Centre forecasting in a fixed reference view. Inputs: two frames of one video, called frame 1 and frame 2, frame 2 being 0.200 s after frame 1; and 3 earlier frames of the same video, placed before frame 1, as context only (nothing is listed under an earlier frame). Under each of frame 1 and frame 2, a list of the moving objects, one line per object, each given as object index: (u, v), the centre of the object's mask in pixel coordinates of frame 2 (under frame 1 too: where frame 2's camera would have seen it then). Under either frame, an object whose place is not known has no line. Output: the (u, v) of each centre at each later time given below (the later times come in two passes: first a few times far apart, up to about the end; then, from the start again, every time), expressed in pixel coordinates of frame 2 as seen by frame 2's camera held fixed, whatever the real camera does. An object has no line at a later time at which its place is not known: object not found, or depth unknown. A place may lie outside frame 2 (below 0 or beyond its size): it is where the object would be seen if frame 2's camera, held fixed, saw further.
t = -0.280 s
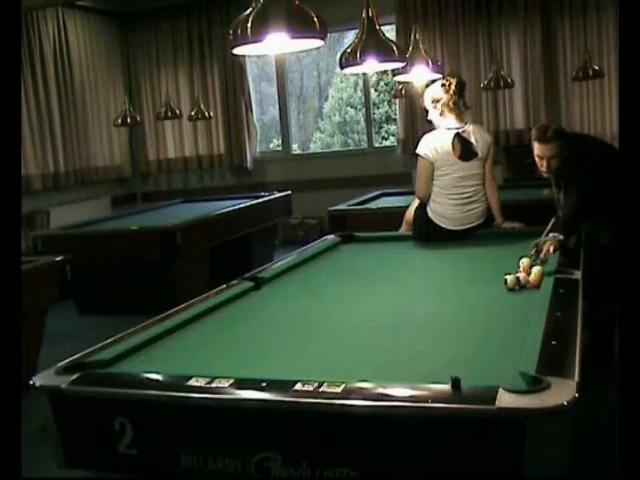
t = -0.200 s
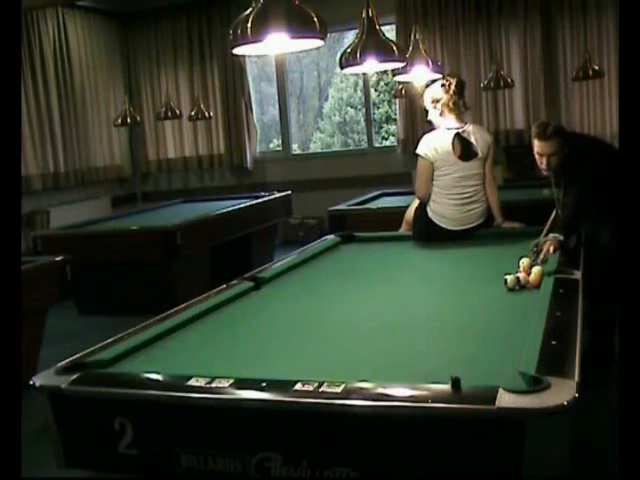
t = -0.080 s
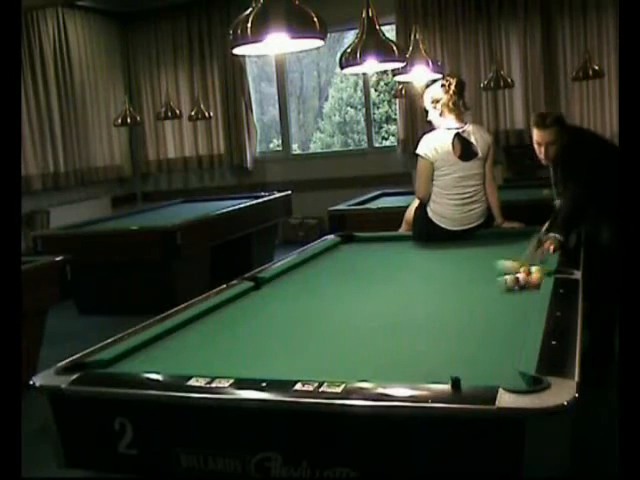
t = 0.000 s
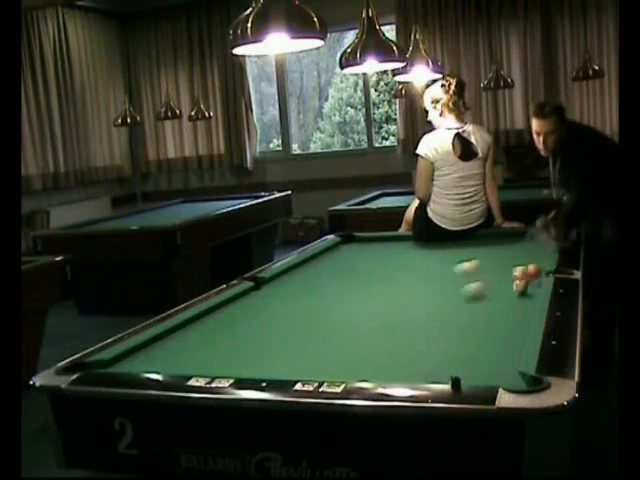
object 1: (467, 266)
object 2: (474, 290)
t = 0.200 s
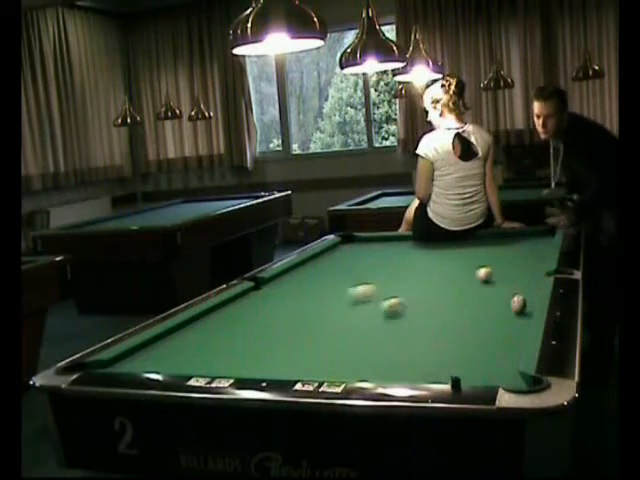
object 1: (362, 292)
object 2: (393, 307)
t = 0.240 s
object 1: (339, 297)
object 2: (376, 310)
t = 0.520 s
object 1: (176, 330)
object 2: (260, 334)
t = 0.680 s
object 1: (161, 356)
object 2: (189, 349)
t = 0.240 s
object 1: (339, 297)
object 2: (376, 310)
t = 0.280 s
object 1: (318, 301)
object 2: (362, 313)
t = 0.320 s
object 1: (295, 305)
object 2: (346, 317)
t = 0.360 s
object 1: (272, 309)
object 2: (330, 320)
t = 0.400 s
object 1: (248, 314)
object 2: (313, 324)
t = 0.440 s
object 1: (225, 319)
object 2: (297, 327)
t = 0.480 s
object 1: (202, 324)
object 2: (279, 331)
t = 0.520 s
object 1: (176, 330)
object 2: (260, 334)
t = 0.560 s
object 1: (168, 336)
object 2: (243, 338)
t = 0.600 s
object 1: (167, 342)
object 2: (226, 341)
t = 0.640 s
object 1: (165, 349)
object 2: (207, 345)
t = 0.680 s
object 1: (161, 356)
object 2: (189, 349)
